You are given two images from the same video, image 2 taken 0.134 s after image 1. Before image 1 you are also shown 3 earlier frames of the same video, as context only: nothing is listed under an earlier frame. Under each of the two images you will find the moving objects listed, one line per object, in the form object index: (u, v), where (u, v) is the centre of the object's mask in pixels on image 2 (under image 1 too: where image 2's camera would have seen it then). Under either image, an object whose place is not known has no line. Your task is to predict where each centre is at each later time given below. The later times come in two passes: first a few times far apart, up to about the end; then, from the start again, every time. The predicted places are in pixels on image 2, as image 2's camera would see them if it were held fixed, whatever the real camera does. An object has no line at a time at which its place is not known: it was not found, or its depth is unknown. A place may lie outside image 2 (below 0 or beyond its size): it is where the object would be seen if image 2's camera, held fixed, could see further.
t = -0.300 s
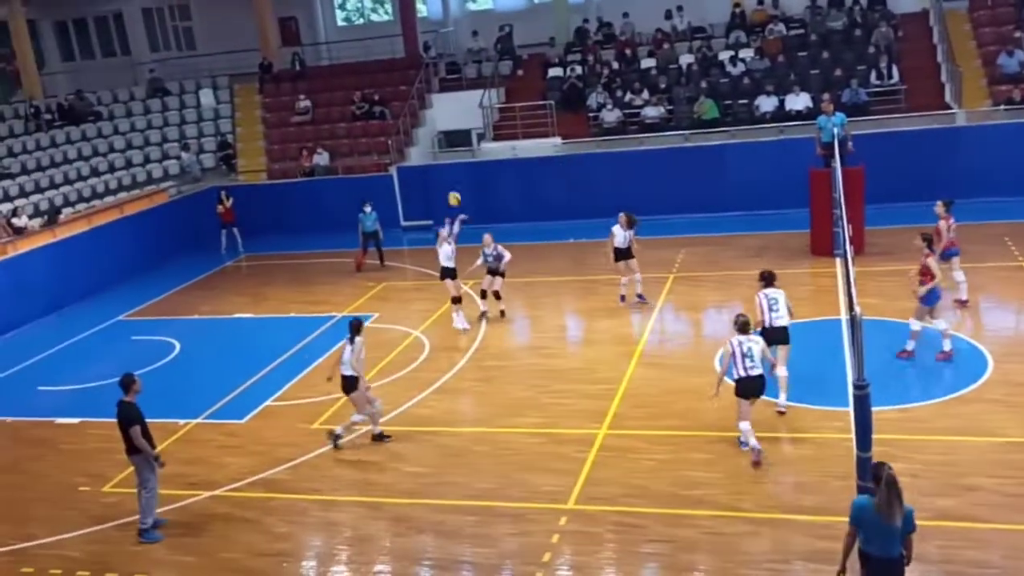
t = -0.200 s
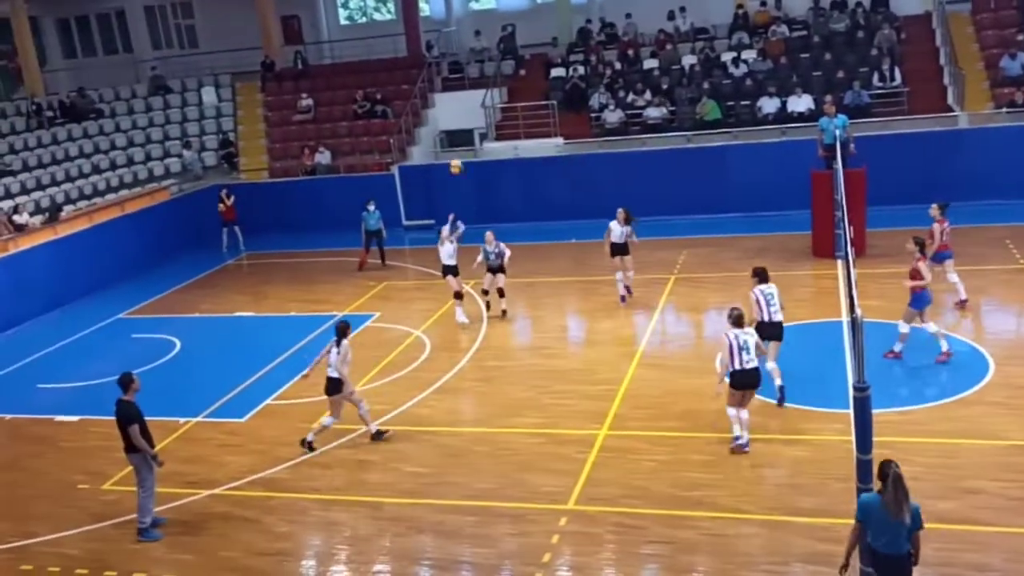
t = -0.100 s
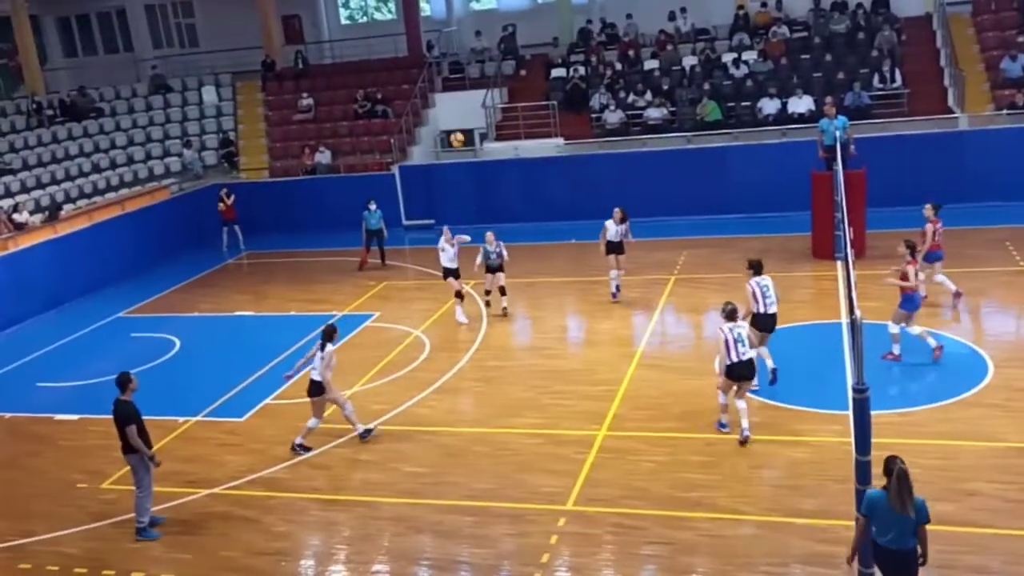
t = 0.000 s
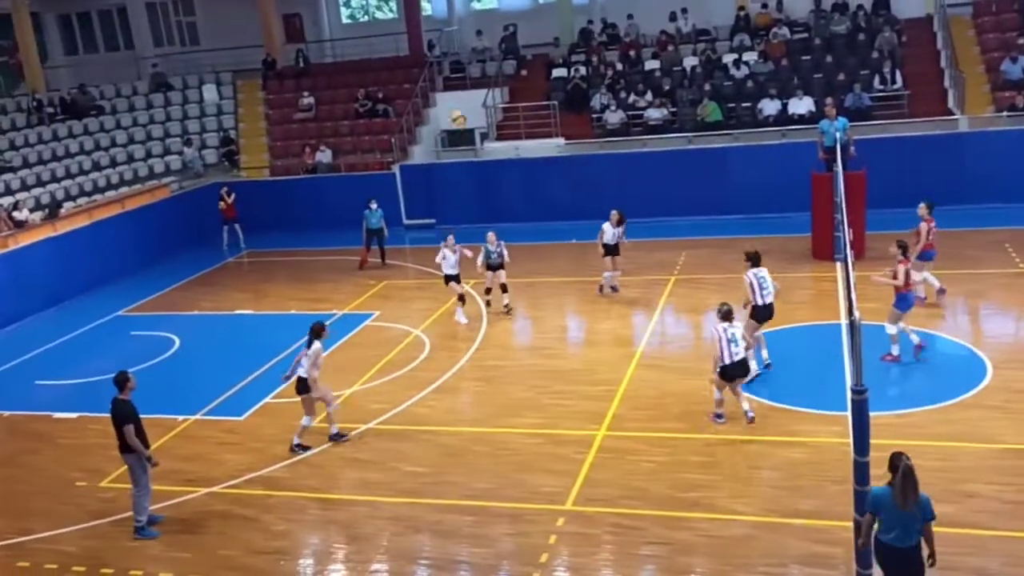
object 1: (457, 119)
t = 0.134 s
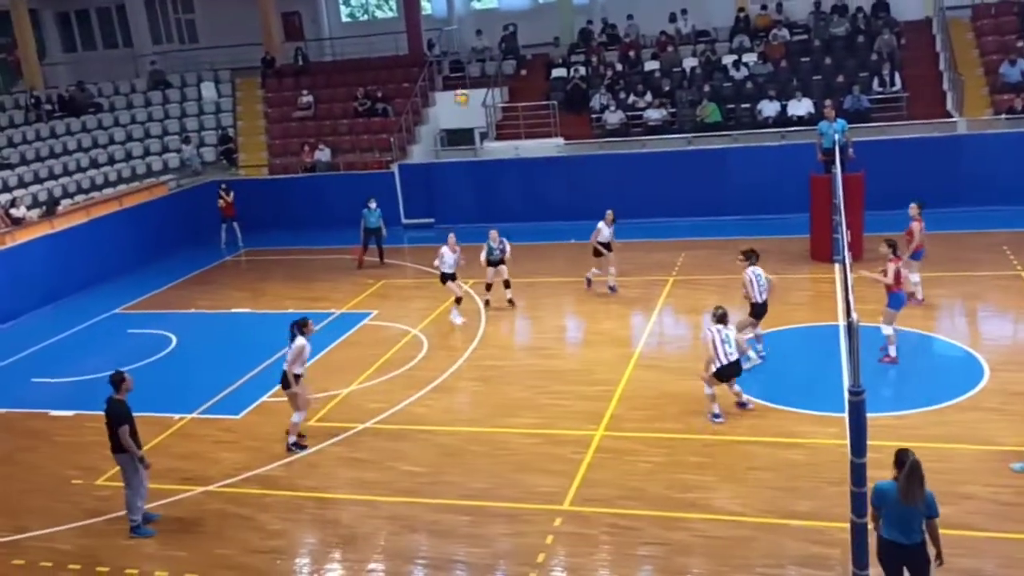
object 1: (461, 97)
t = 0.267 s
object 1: (465, 88)
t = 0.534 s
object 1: (479, 110)
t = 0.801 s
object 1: (500, 190)
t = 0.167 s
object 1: (462, 94)
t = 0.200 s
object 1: (463, 91)
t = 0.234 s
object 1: (464, 89)
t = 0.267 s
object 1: (465, 88)
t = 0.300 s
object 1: (466, 88)
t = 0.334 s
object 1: (468, 88)
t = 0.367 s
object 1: (469, 89)
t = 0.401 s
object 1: (471, 92)
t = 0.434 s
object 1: (474, 95)
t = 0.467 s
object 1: (476, 99)
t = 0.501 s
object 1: (477, 104)
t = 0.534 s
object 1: (479, 110)
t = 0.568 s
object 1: (482, 117)
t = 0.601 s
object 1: (485, 125)
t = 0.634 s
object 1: (486, 133)
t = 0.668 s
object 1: (489, 142)
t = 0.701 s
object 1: (491, 151)
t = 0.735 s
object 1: (494, 164)
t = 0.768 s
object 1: (497, 177)
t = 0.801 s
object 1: (500, 190)
